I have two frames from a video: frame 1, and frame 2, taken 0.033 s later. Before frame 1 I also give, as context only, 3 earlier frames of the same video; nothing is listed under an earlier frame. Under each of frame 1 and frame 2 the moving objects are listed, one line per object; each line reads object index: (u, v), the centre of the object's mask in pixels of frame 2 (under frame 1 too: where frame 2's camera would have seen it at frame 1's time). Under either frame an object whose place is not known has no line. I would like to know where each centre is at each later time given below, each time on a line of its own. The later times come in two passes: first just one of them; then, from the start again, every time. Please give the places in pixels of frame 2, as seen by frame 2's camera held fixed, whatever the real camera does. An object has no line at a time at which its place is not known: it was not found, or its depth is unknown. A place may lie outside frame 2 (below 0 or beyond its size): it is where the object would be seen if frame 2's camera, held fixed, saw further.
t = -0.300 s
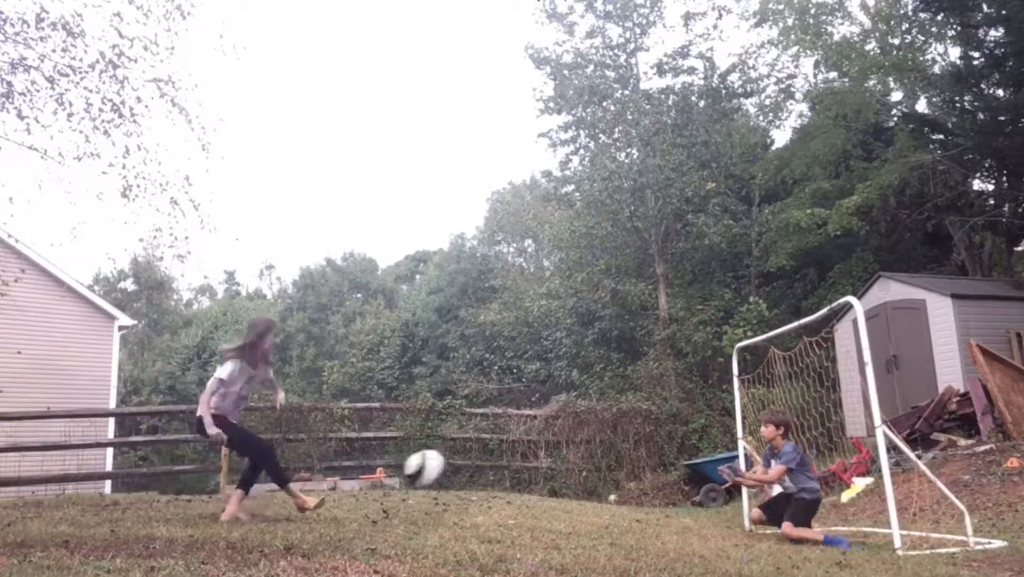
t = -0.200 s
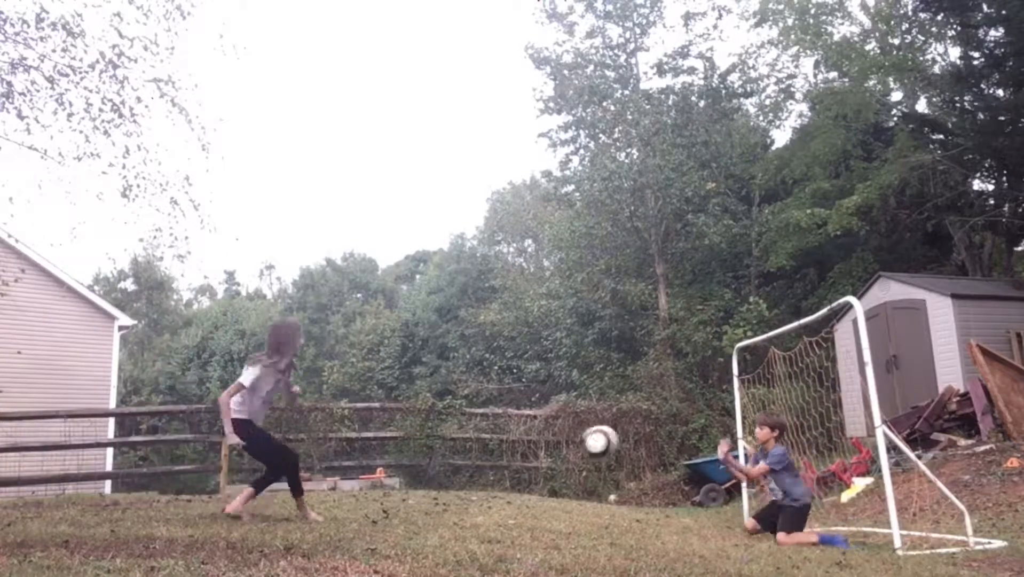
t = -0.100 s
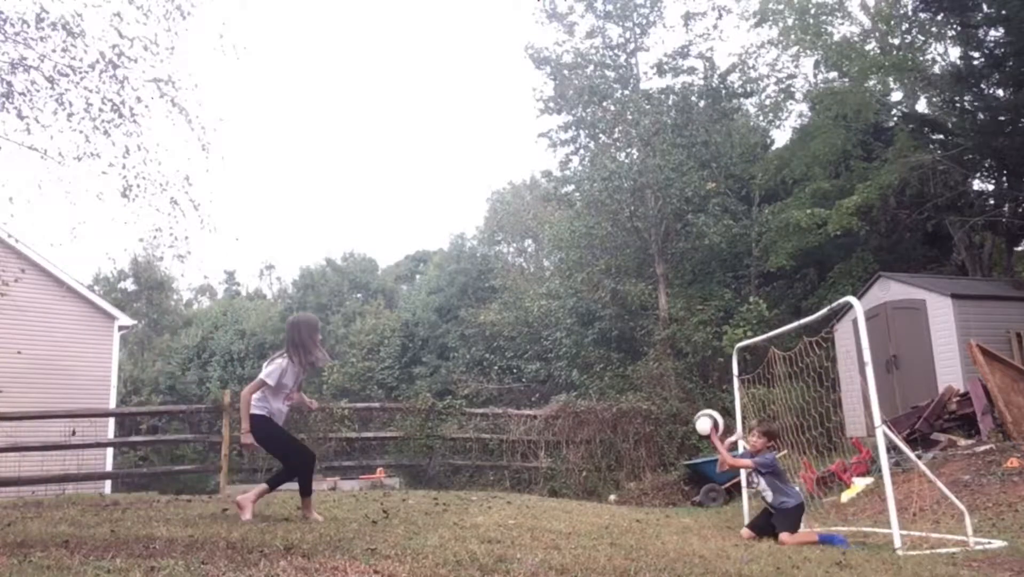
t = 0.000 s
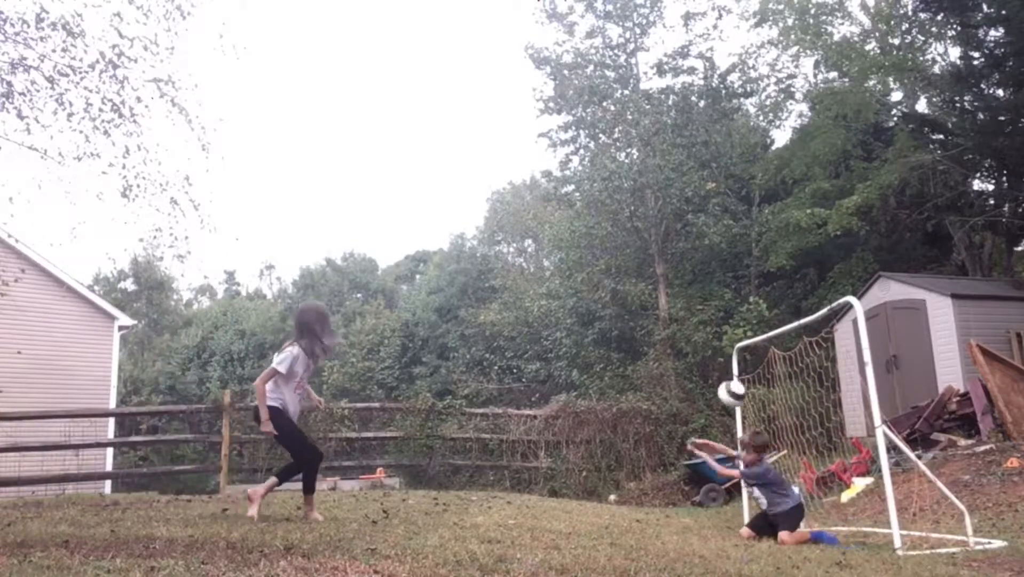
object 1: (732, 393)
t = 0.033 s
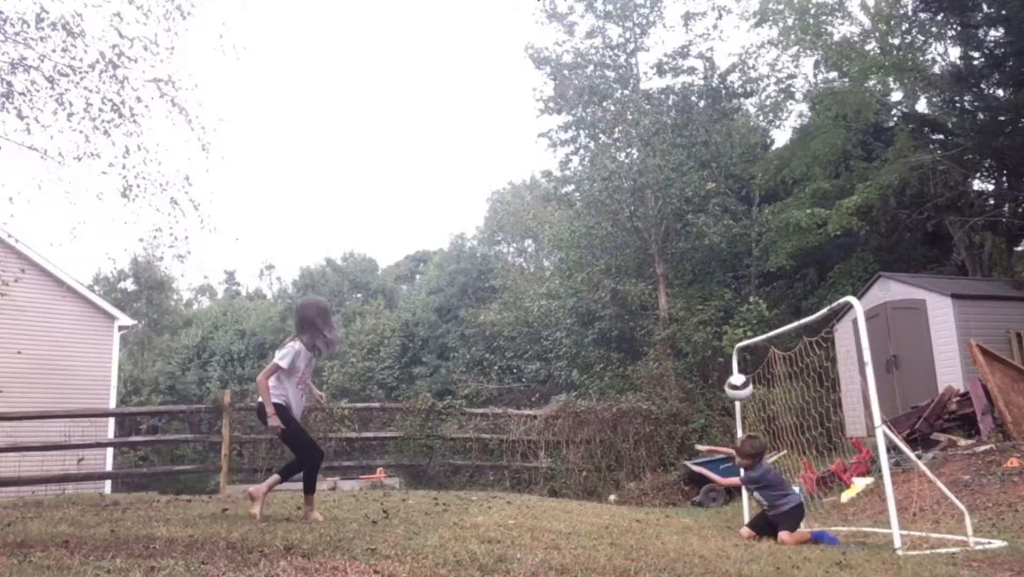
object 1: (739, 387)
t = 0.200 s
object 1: (759, 381)
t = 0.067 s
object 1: (745, 382)
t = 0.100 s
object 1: (751, 380)
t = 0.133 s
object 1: (754, 379)
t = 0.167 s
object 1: (757, 379)
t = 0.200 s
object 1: (759, 381)
